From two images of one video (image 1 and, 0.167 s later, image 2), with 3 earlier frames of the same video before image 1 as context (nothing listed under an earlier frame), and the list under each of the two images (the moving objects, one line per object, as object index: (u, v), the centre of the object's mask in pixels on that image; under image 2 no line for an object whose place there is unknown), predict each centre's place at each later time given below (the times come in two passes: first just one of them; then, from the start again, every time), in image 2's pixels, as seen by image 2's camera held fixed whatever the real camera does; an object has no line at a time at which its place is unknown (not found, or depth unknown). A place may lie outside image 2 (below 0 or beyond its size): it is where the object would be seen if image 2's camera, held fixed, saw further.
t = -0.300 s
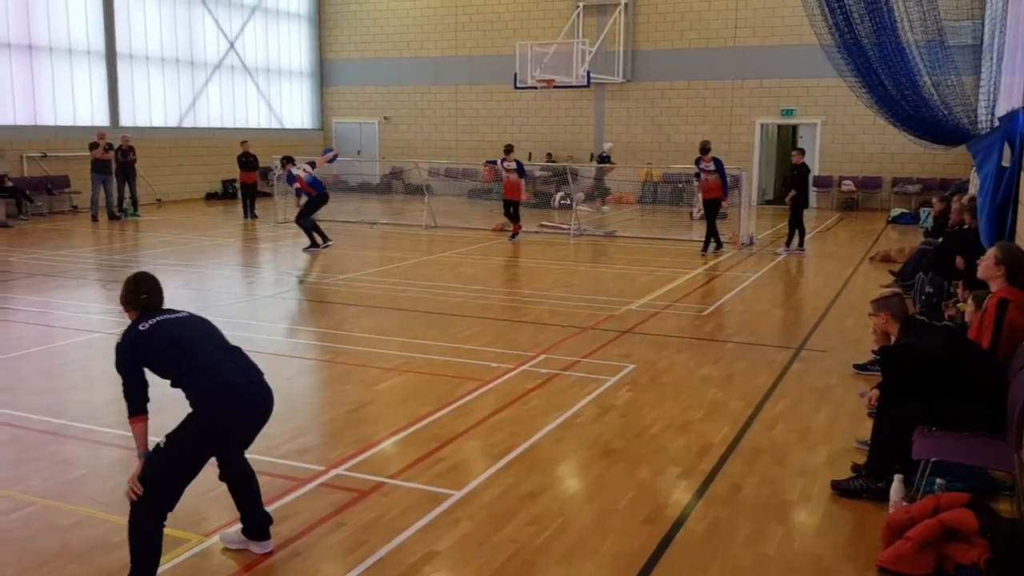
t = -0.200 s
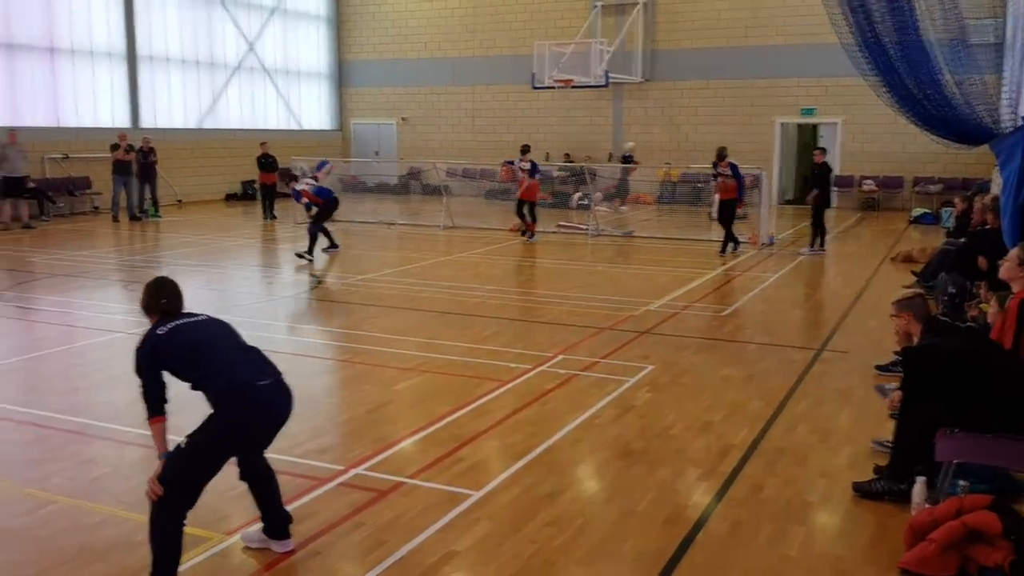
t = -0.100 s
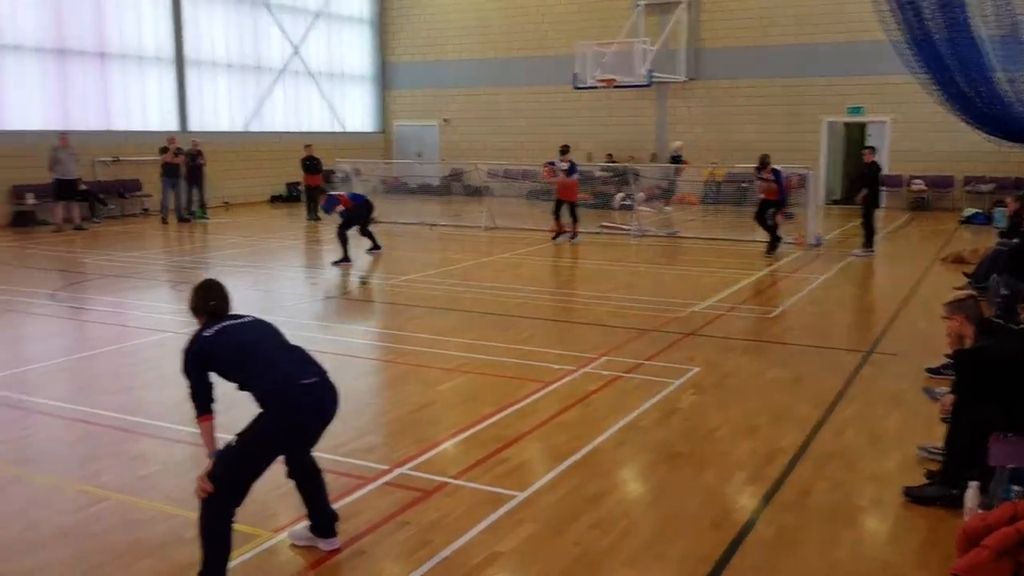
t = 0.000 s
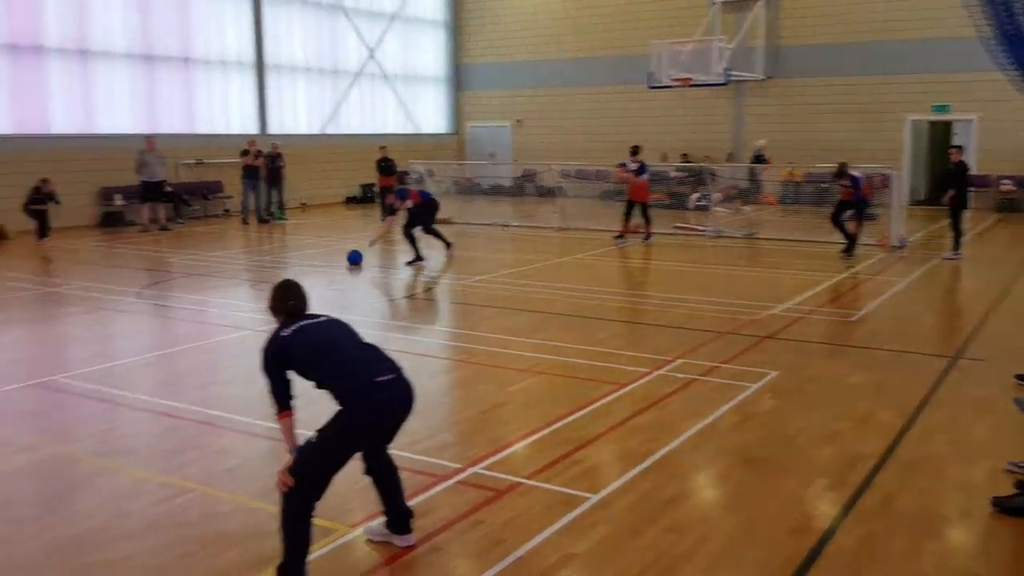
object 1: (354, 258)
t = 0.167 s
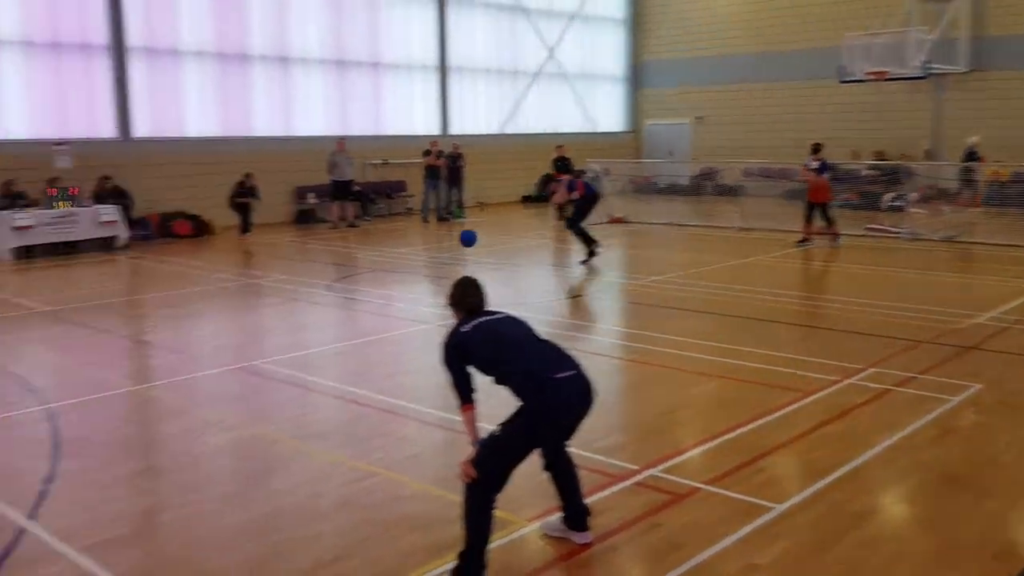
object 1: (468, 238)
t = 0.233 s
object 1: (441, 235)
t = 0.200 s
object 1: (455, 236)
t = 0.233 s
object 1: (441, 235)
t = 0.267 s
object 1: (426, 235)
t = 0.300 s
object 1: (410, 236)
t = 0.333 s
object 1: (394, 239)
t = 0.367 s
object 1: (377, 242)
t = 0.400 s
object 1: (359, 247)
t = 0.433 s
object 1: (341, 253)
